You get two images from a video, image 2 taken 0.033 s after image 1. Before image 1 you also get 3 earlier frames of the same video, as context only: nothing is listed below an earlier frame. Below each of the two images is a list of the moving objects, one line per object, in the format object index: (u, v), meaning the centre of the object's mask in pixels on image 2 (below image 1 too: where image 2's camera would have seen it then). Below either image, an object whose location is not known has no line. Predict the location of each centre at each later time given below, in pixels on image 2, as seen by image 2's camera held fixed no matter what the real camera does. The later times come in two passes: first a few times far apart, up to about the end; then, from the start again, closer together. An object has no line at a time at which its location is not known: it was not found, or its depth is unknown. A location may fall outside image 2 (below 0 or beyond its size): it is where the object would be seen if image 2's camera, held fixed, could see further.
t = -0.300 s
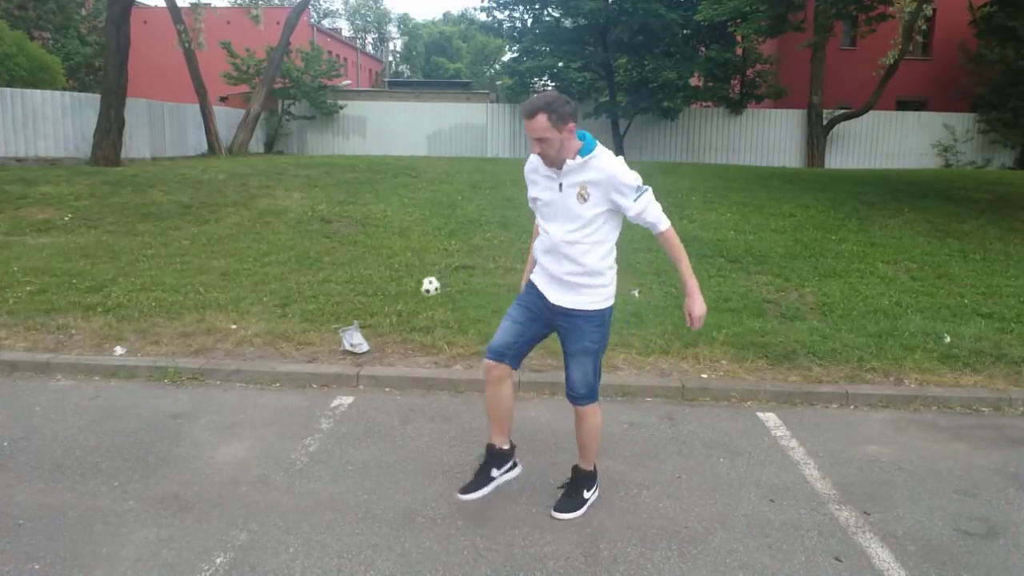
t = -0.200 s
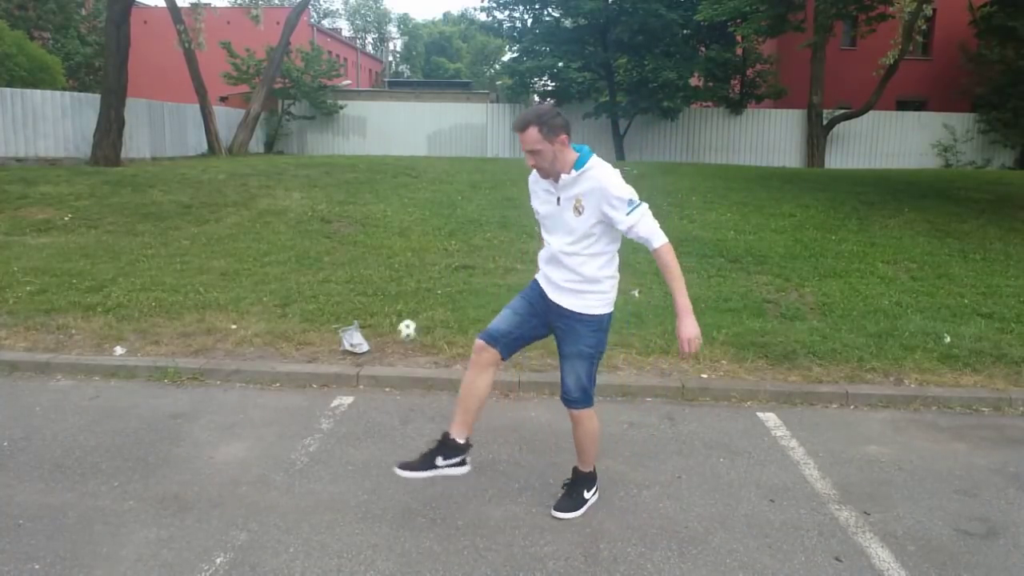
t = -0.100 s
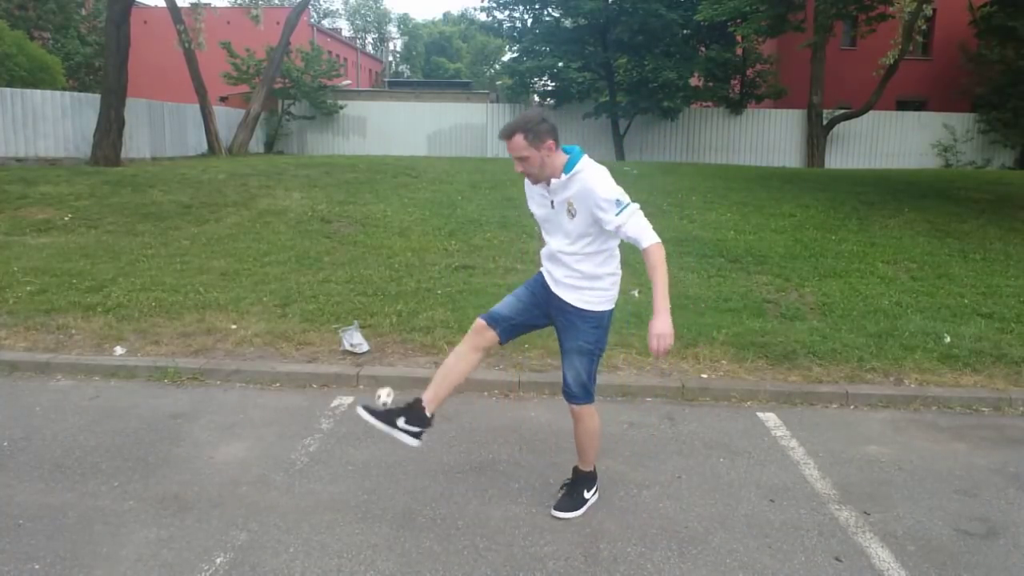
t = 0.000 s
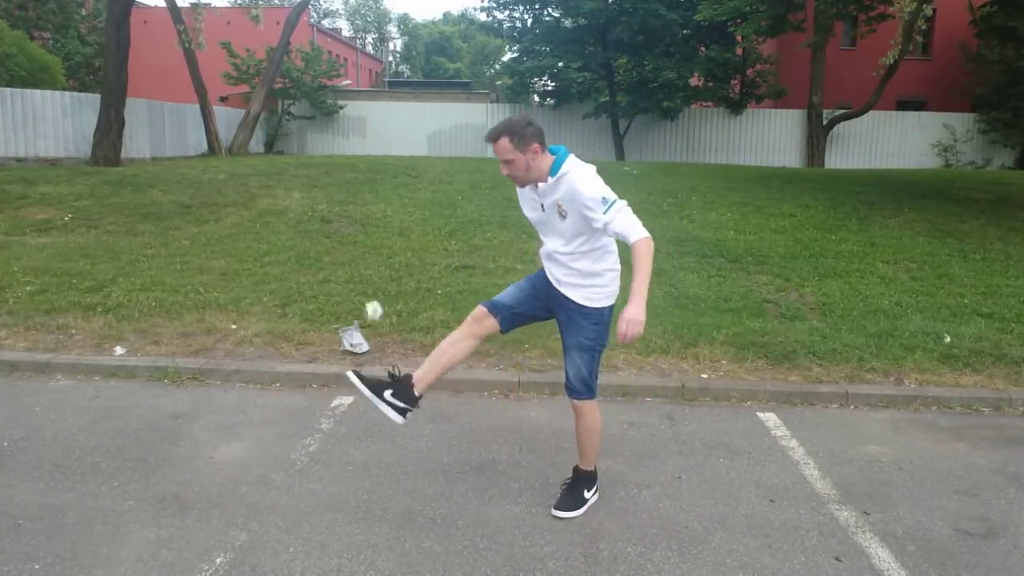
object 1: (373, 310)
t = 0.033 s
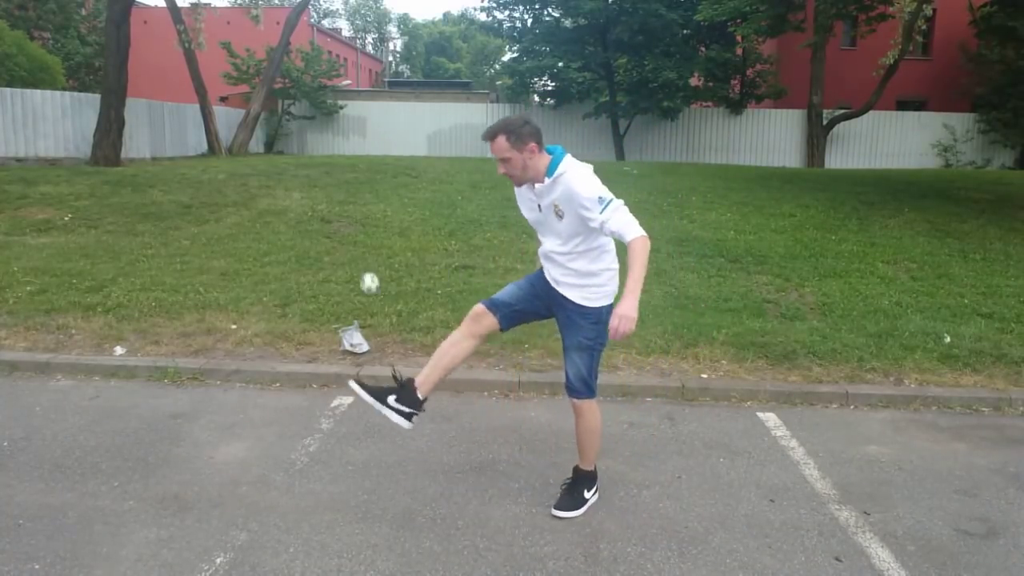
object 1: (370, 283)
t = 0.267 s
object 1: (346, 164)
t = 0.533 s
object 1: (323, 198)
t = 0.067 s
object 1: (366, 257)
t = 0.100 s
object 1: (362, 235)
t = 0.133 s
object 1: (359, 215)
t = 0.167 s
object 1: (355, 197)
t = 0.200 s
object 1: (352, 183)
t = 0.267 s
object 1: (346, 164)
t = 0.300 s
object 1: (343, 158)
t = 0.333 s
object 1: (340, 155)
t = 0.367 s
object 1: (337, 156)
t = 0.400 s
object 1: (334, 158)
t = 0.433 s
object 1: (331, 164)
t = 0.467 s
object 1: (329, 172)
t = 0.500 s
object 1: (326, 184)
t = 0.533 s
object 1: (323, 198)
